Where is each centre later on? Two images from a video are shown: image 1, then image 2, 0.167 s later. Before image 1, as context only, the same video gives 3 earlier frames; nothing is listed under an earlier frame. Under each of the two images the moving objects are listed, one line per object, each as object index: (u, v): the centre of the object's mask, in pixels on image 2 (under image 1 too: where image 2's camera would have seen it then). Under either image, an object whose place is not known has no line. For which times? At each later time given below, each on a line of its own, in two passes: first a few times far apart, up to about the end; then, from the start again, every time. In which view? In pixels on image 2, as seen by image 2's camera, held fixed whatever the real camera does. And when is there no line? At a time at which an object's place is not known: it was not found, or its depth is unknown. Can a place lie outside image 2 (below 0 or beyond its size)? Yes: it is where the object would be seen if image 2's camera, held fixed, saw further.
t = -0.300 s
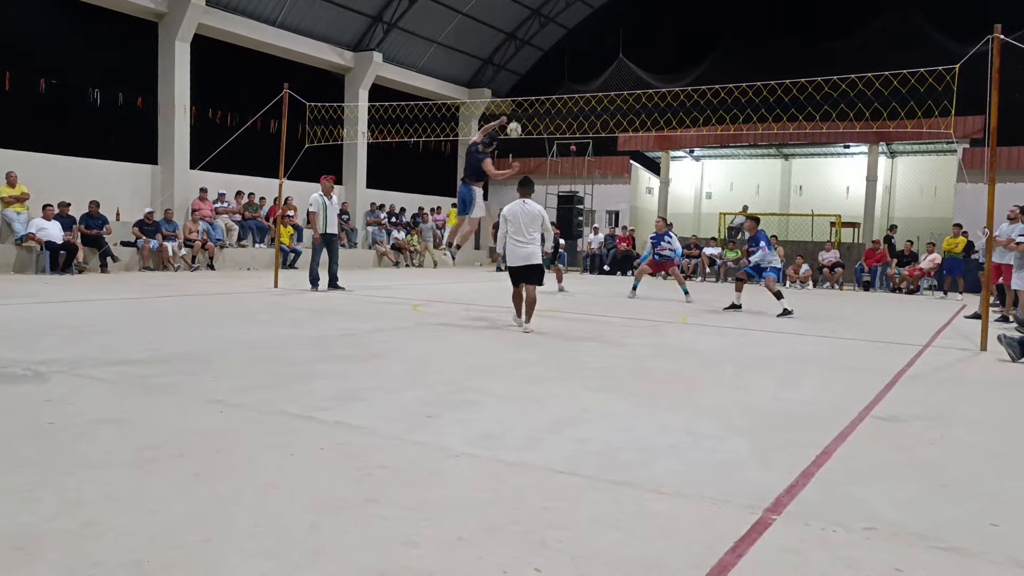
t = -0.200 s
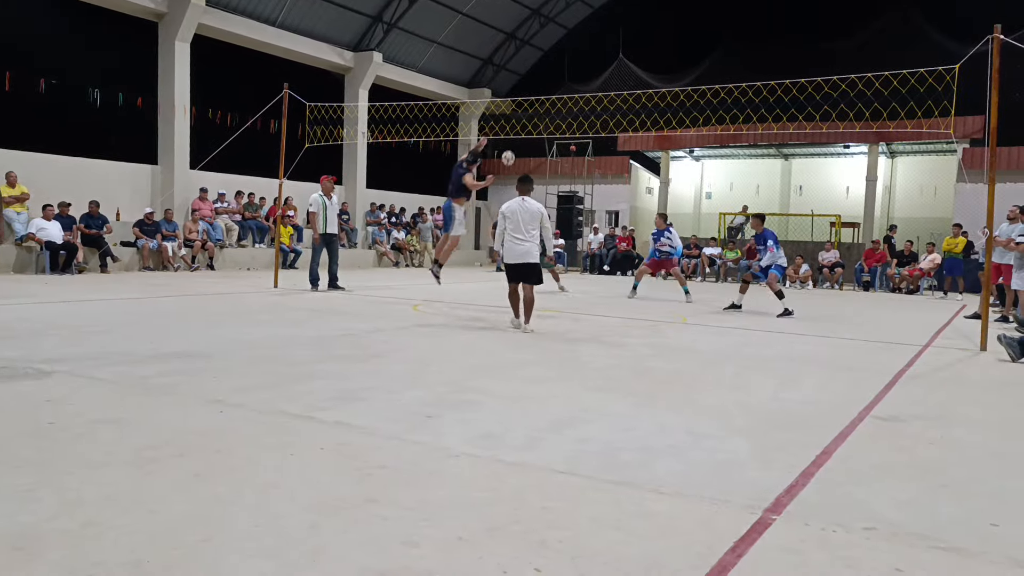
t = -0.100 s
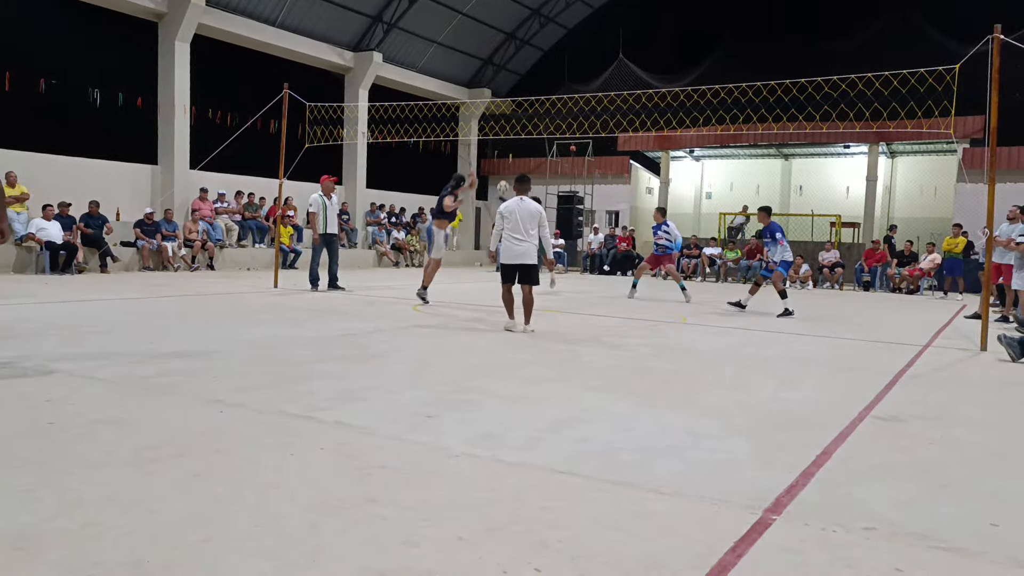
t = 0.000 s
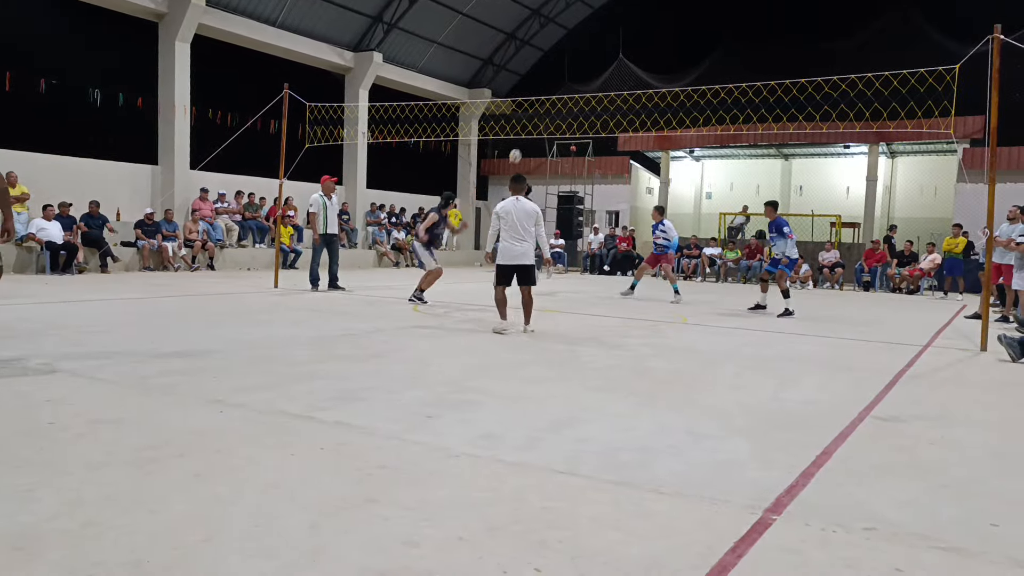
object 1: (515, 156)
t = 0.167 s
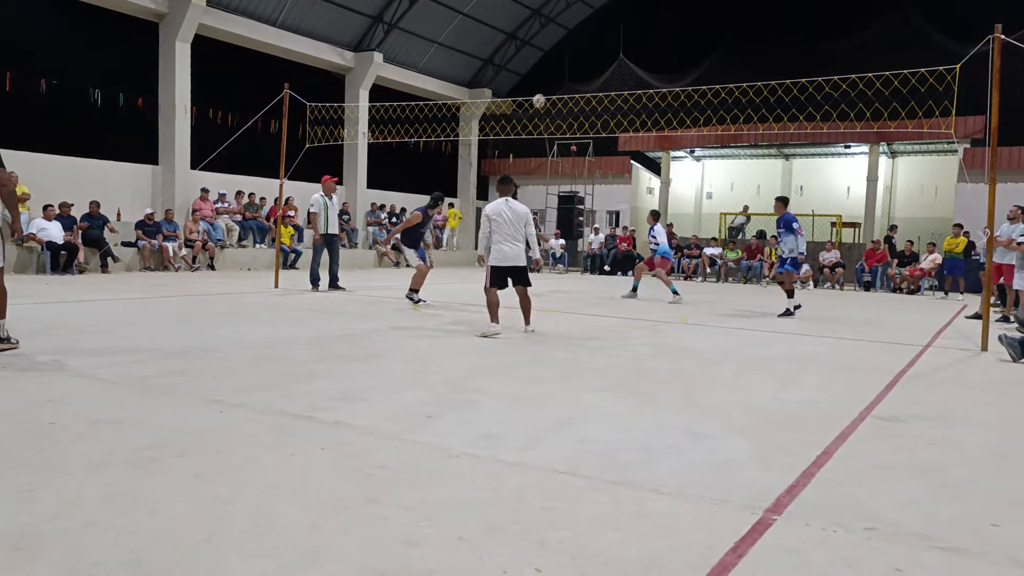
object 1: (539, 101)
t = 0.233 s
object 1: (548, 83)
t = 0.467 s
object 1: (578, 41)
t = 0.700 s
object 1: (606, 28)
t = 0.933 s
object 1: (633, 44)
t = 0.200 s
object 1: (543, 91)
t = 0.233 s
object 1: (548, 83)
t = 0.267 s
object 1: (552, 75)
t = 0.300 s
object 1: (557, 68)
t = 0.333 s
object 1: (561, 61)
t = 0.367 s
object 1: (565, 55)
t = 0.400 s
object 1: (569, 50)
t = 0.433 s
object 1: (574, 45)
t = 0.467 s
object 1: (578, 41)
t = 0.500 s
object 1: (582, 37)
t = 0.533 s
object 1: (586, 34)
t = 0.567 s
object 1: (590, 32)
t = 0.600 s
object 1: (595, 30)
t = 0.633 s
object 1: (599, 29)
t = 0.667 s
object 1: (603, 28)
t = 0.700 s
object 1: (606, 28)
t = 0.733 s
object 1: (610, 28)
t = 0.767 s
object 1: (614, 30)
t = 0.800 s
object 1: (618, 31)
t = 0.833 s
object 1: (622, 34)
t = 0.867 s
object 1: (625, 37)
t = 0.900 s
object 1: (629, 40)
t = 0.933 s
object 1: (633, 44)
